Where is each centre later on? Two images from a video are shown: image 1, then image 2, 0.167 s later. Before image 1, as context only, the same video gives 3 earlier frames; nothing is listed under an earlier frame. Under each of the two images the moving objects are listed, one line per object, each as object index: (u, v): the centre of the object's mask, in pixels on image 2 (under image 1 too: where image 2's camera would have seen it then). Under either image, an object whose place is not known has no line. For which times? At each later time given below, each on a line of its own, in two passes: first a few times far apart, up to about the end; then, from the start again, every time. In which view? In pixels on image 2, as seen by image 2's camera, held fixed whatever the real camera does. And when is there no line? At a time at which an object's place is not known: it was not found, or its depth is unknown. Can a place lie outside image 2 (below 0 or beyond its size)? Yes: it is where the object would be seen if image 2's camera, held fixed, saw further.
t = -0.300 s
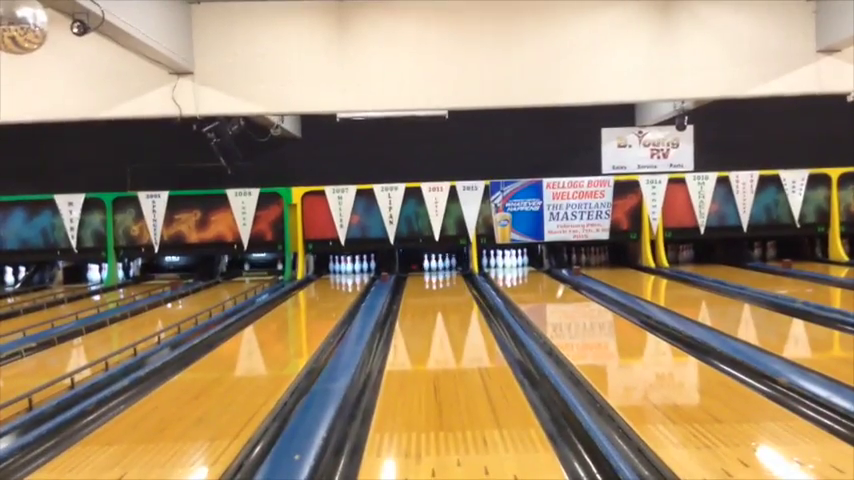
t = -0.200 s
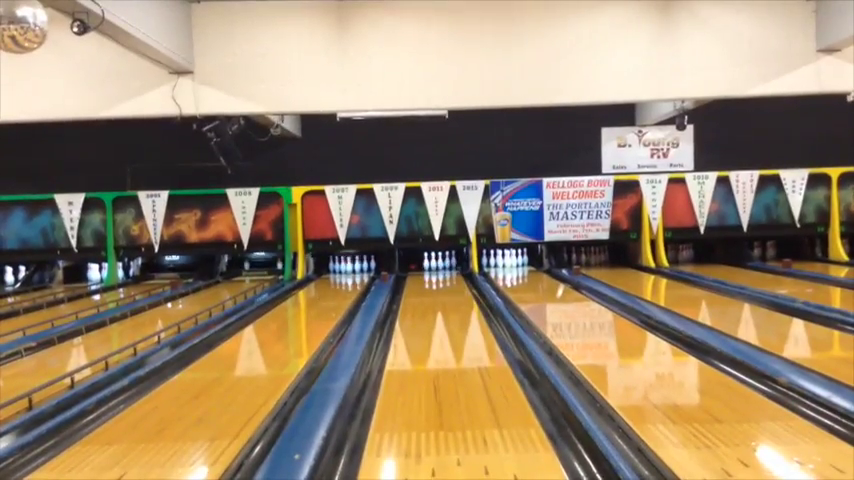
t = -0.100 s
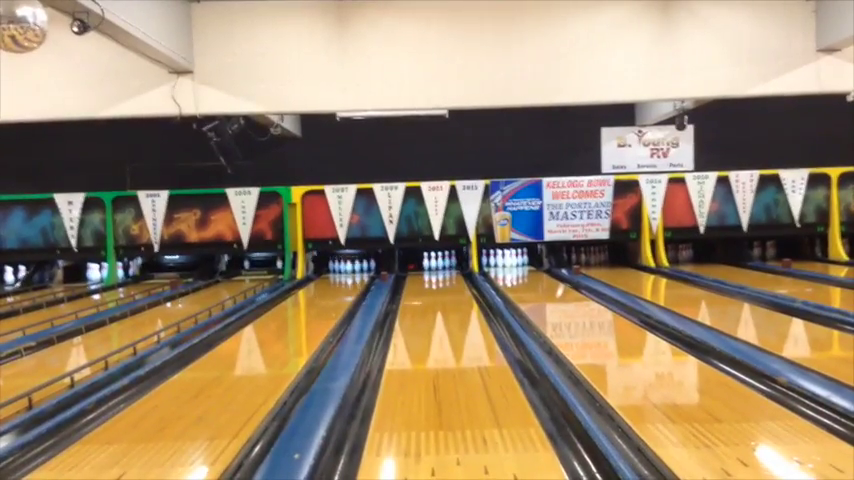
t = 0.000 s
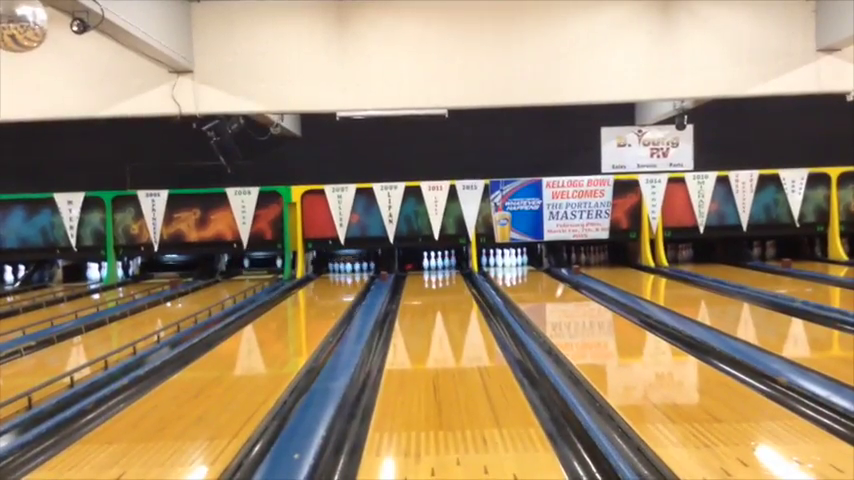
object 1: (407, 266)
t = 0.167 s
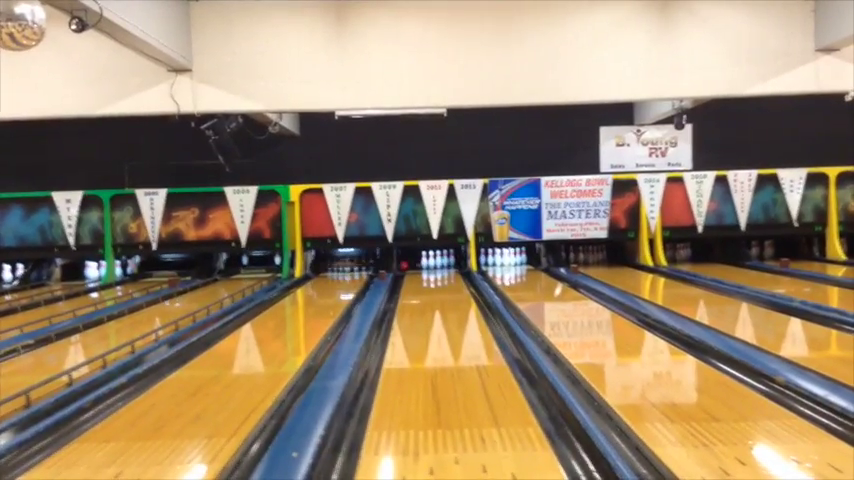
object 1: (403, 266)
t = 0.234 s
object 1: (403, 265)
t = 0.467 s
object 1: (411, 263)
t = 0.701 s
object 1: (413, 265)
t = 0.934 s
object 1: (415, 268)
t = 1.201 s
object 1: (417, 273)
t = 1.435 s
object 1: (418, 277)
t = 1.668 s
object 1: (420, 282)
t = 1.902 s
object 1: (423, 288)
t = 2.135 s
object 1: (425, 296)
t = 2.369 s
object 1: (428, 307)
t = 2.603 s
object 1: (431, 319)
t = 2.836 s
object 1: (435, 336)
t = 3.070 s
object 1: (440, 359)
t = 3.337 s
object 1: (450, 398)
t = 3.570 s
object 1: (462, 454)
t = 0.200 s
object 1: (403, 265)
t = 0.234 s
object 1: (403, 265)
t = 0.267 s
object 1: (403, 265)
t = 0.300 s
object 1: (403, 264)
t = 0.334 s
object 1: (405, 263)
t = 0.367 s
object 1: (406, 263)
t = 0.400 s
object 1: (407, 263)
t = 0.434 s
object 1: (409, 263)
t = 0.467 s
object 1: (411, 263)
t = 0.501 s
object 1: (412, 263)
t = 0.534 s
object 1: (412, 263)
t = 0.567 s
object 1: (412, 264)
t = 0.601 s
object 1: (412, 264)
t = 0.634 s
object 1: (412, 264)
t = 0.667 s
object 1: (412, 265)
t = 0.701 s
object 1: (413, 265)
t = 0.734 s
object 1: (414, 266)
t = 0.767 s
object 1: (414, 267)
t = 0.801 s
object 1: (414, 267)
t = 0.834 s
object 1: (414, 267)
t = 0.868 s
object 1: (415, 268)
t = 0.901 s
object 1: (415, 269)
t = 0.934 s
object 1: (415, 268)
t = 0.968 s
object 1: (415, 269)
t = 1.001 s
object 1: (415, 269)
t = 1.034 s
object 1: (416, 270)
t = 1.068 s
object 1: (416, 270)
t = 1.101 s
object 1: (416, 271)
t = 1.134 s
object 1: (416, 272)
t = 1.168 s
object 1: (416, 272)
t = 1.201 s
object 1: (417, 273)
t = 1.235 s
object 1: (417, 273)
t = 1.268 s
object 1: (417, 274)
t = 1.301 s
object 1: (417, 274)
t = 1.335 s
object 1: (417, 275)
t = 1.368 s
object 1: (417, 276)
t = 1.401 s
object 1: (418, 276)
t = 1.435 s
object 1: (418, 277)
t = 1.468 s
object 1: (418, 278)
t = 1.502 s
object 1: (419, 279)
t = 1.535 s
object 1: (419, 279)
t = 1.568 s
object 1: (419, 280)
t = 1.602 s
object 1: (419, 281)
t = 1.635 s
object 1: (420, 282)
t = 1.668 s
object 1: (420, 282)
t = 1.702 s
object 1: (420, 283)
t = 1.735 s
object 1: (420, 284)
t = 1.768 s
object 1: (421, 285)
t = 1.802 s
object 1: (421, 286)
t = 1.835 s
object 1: (422, 286)
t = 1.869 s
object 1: (422, 287)
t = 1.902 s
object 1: (423, 288)
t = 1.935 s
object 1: (423, 290)
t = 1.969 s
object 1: (423, 291)
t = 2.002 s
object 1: (424, 292)
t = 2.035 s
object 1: (424, 293)
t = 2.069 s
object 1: (424, 294)
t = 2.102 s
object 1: (424, 295)
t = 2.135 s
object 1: (425, 296)
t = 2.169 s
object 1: (425, 298)
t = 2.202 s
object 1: (425, 299)
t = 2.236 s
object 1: (426, 301)
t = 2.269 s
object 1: (426, 302)
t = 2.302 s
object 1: (427, 304)
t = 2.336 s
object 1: (428, 305)
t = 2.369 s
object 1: (428, 307)
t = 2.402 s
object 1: (427, 308)
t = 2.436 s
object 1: (428, 310)
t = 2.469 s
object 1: (429, 312)
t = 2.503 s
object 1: (430, 314)
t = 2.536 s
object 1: (430, 316)
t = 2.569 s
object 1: (430, 317)
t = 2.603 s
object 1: (431, 319)
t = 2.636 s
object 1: (432, 321)
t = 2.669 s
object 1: (432, 324)
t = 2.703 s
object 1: (433, 327)
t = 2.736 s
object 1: (433, 328)
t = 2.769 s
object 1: (434, 330)
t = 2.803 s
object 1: (434, 334)
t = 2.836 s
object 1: (435, 336)
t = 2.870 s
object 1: (436, 339)
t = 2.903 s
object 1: (437, 342)
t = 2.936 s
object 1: (437, 345)
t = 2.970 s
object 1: (438, 348)
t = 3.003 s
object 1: (439, 352)
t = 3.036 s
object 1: (440, 355)
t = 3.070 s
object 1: (440, 359)
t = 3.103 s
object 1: (441, 363)
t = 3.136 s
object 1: (442, 367)
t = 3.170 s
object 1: (443, 372)
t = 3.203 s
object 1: (444, 377)
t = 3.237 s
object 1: (446, 382)
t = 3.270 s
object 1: (447, 388)
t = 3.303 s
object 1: (448, 393)
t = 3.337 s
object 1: (450, 398)
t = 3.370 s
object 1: (451, 404)
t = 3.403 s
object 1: (452, 411)
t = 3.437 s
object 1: (454, 419)
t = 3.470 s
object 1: (457, 427)
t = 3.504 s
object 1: (458, 434)
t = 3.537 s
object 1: (460, 443)
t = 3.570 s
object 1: (462, 454)
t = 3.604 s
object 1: (465, 466)
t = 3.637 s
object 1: (468, 477)
